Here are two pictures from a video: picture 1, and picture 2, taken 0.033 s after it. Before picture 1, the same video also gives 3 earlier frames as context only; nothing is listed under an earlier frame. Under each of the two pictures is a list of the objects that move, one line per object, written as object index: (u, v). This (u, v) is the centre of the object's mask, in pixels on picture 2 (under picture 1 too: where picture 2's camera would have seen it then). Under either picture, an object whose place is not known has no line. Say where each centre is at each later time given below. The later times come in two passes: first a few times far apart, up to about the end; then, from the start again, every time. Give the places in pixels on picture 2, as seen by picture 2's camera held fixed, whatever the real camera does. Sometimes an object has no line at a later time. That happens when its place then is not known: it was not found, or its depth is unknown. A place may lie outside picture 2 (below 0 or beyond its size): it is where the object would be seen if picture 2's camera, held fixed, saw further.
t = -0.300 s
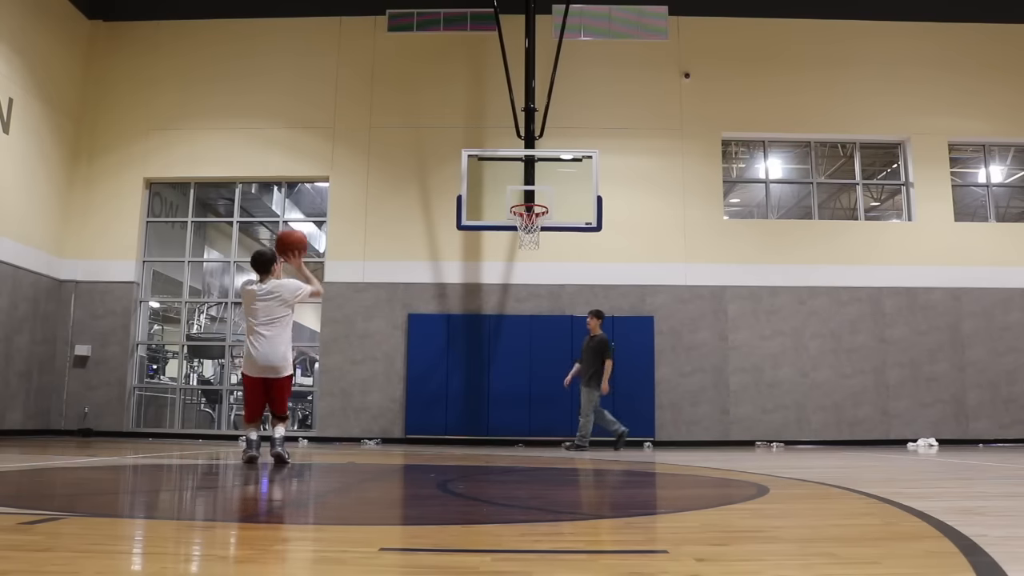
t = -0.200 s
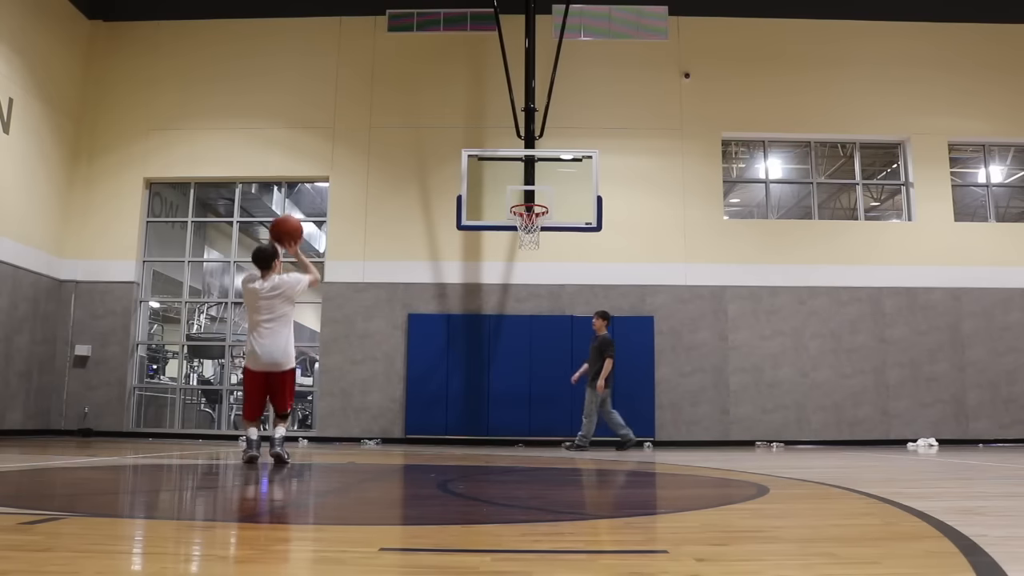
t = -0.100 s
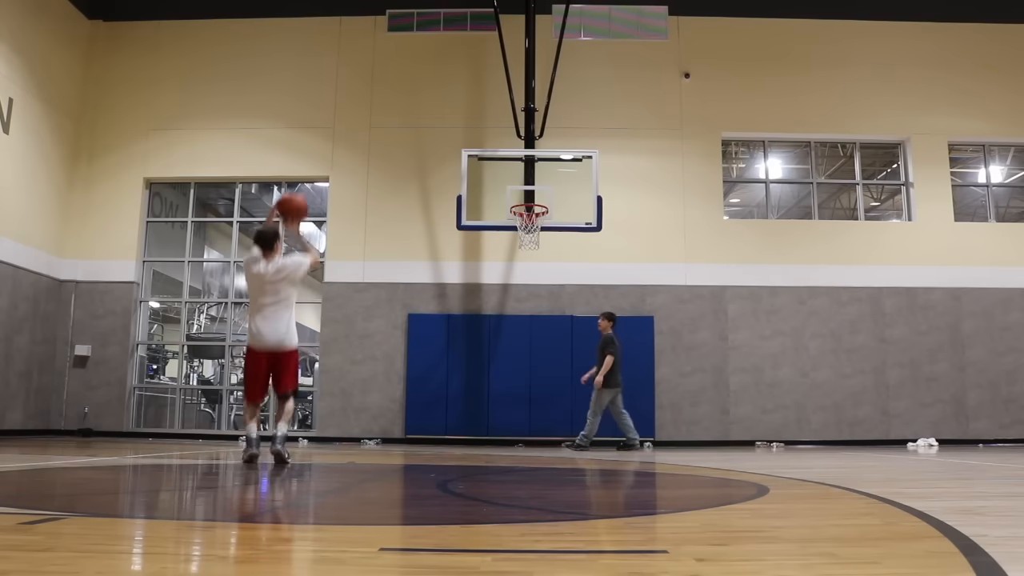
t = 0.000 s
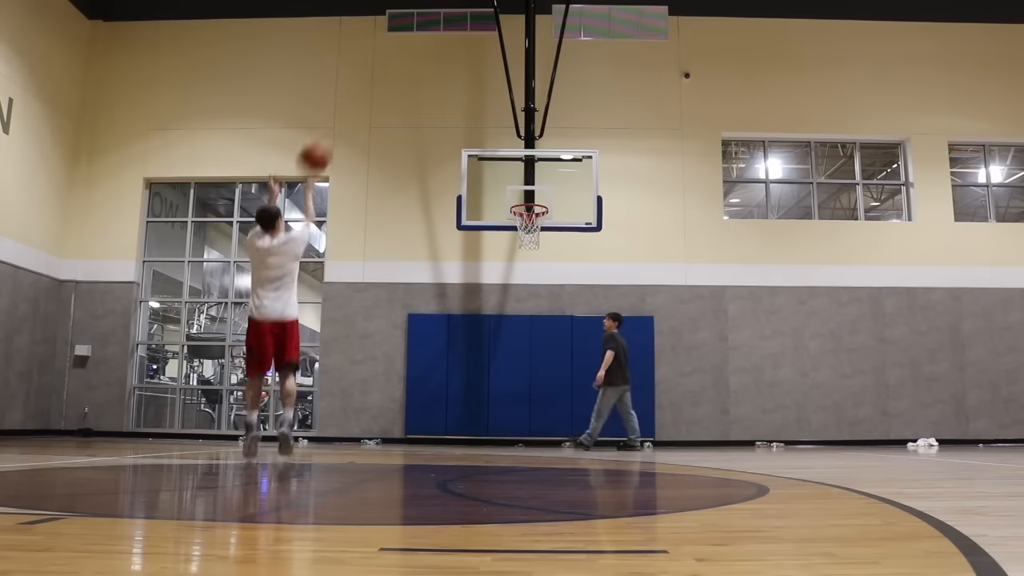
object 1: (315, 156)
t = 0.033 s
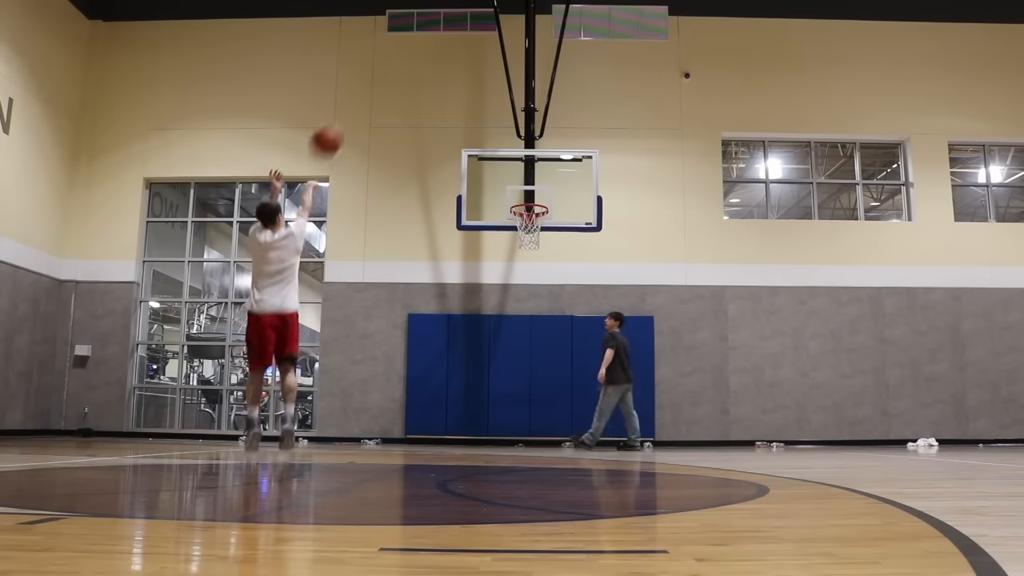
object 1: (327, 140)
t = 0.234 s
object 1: (386, 77)
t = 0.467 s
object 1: (437, 66)
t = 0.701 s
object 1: (476, 97)
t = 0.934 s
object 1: (508, 164)
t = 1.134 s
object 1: (531, 217)
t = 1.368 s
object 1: (532, 239)
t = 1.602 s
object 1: (528, 283)
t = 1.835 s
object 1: (523, 373)
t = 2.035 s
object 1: (519, 410)
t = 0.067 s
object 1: (339, 124)
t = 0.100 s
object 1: (349, 112)
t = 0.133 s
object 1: (359, 101)
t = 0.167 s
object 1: (368, 92)
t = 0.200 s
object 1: (378, 84)
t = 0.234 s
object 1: (386, 77)
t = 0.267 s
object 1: (395, 73)
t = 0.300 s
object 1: (403, 69)
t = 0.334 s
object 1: (410, 66)
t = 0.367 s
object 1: (417, 65)
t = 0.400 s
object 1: (424, 64)
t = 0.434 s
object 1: (430, 64)
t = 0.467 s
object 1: (437, 66)
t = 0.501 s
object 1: (443, 68)
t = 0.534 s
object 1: (449, 71)
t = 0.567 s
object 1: (455, 75)
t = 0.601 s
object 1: (460, 79)
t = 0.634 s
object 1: (466, 84)
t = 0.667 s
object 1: (471, 90)
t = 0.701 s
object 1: (476, 97)
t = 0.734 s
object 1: (480, 104)
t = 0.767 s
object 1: (485, 113)
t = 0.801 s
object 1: (490, 122)
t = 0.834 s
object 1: (495, 131)
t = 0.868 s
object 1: (499, 140)
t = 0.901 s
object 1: (503, 151)
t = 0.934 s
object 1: (508, 164)
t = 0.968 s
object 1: (512, 175)
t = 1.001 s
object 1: (516, 187)
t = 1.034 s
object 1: (521, 198)
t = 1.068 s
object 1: (524, 200)
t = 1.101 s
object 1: (529, 214)
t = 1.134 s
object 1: (531, 217)
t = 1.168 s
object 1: (530, 219)
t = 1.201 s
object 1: (533, 225)
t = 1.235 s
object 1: (533, 230)
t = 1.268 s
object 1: (533, 232)
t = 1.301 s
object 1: (533, 232)
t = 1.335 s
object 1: (532, 238)
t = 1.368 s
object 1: (532, 239)
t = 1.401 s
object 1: (532, 242)
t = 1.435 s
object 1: (531, 246)
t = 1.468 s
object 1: (530, 252)
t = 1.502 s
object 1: (530, 258)
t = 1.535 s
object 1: (529, 265)
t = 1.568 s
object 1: (528, 273)
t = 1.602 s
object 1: (528, 283)
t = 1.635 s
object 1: (527, 293)
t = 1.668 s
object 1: (526, 304)
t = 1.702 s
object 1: (526, 316)
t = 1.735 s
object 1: (525, 327)
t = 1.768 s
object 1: (524, 341)
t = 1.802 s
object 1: (523, 357)
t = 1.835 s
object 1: (523, 373)
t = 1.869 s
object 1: (522, 390)
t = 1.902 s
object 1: (521, 408)
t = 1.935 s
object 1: (521, 426)
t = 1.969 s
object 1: (520, 437)
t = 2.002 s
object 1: (519, 423)
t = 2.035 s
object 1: (519, 410)
